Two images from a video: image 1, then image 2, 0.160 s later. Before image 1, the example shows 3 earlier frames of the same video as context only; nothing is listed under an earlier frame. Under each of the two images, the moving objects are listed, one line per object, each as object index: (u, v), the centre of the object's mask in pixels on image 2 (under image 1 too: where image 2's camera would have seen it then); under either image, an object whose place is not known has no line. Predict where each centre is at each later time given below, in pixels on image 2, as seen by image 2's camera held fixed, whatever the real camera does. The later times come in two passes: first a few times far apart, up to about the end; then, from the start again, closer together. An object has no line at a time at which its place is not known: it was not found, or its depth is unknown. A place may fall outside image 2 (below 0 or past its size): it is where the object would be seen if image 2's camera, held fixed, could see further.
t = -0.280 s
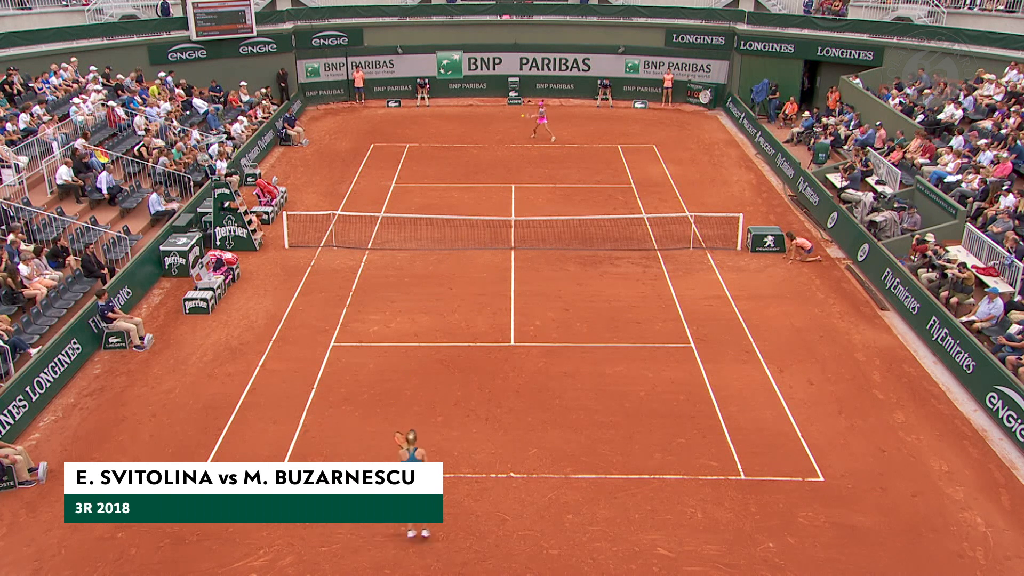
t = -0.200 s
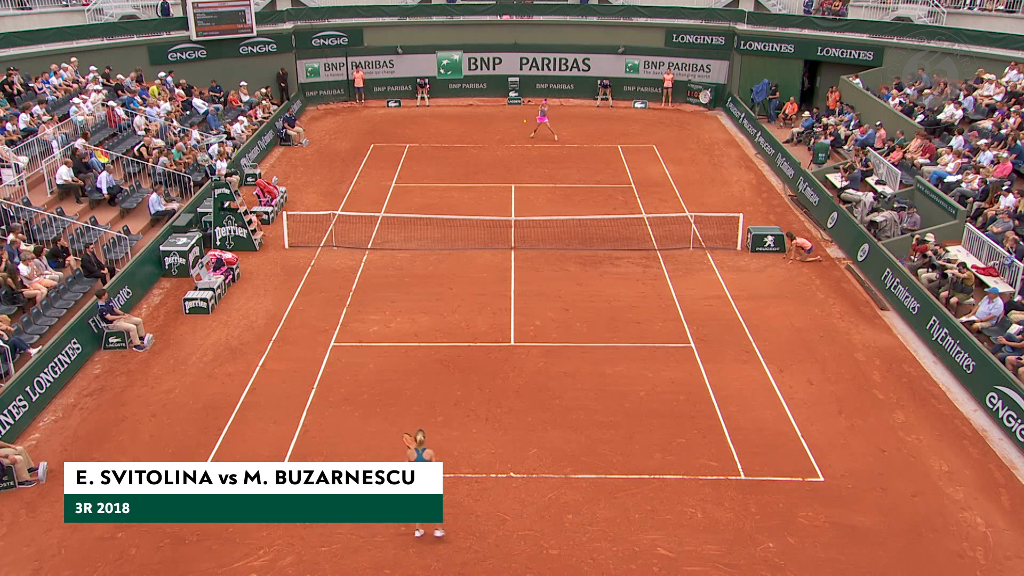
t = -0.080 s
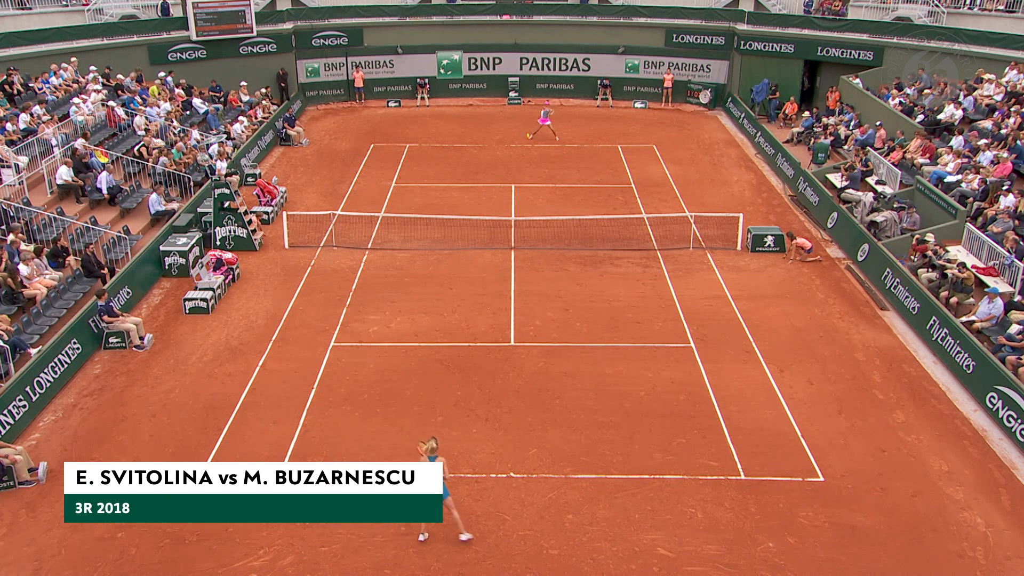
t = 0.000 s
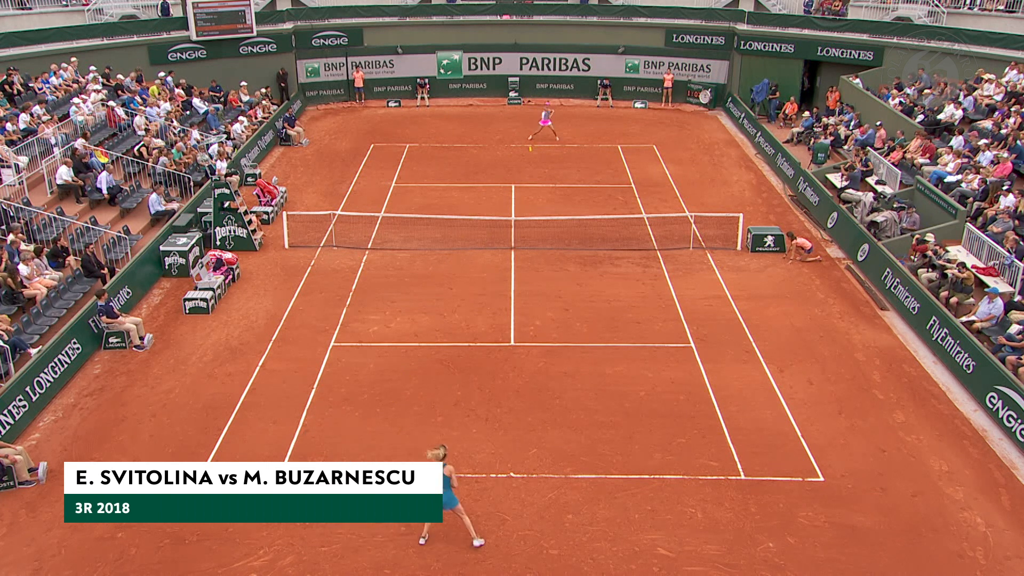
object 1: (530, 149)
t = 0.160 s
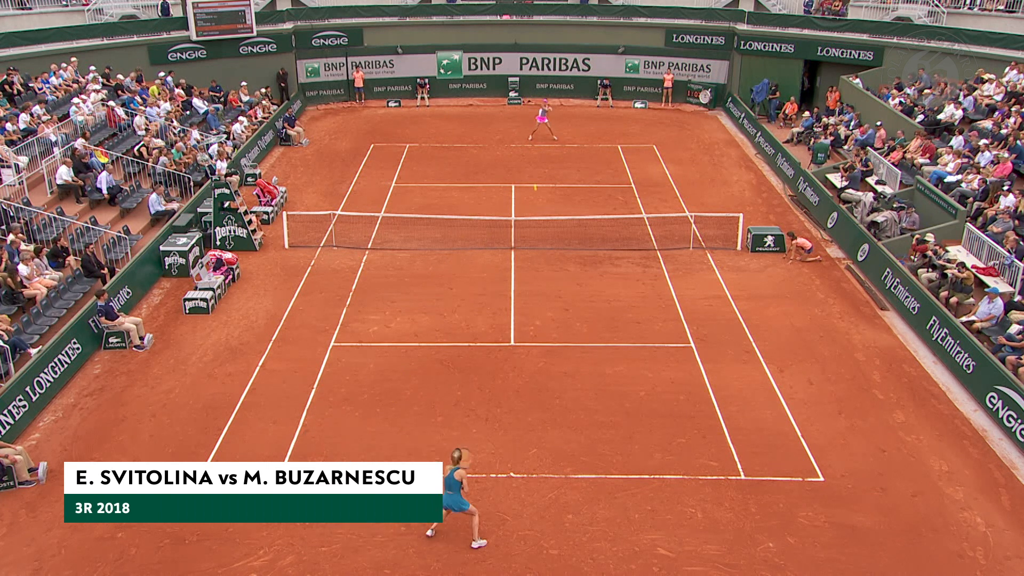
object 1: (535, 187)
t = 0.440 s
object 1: (544, 301)
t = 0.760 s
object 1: (554, 424)
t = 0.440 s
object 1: (544, 301)
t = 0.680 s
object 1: (552, 414)
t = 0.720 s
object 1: (553, 418)
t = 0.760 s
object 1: (554, 424)
